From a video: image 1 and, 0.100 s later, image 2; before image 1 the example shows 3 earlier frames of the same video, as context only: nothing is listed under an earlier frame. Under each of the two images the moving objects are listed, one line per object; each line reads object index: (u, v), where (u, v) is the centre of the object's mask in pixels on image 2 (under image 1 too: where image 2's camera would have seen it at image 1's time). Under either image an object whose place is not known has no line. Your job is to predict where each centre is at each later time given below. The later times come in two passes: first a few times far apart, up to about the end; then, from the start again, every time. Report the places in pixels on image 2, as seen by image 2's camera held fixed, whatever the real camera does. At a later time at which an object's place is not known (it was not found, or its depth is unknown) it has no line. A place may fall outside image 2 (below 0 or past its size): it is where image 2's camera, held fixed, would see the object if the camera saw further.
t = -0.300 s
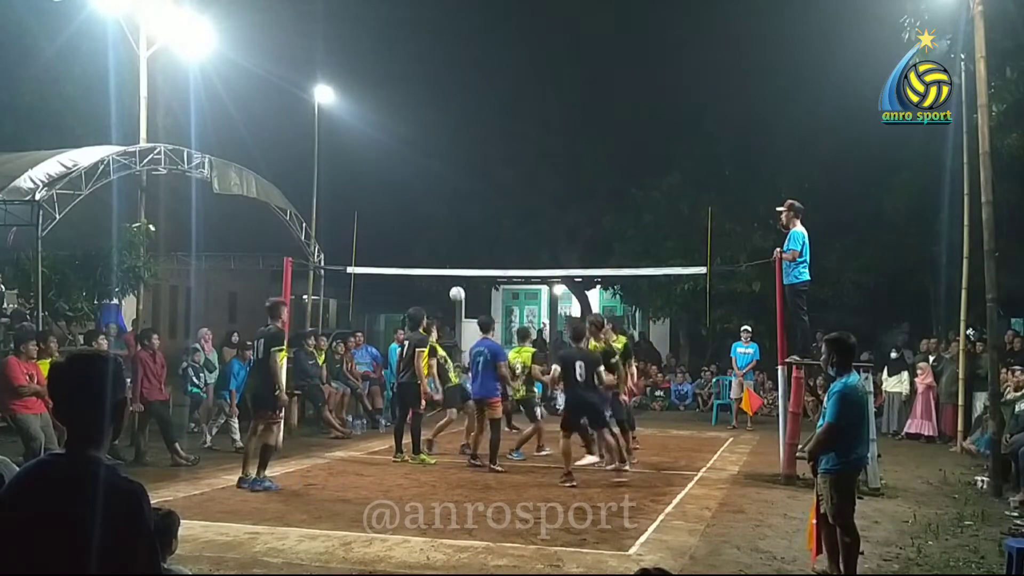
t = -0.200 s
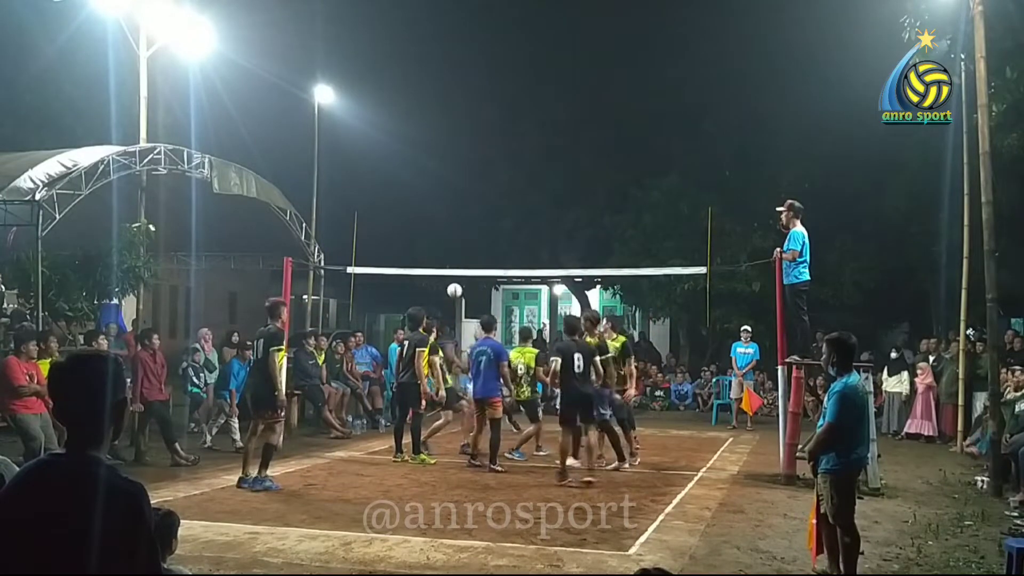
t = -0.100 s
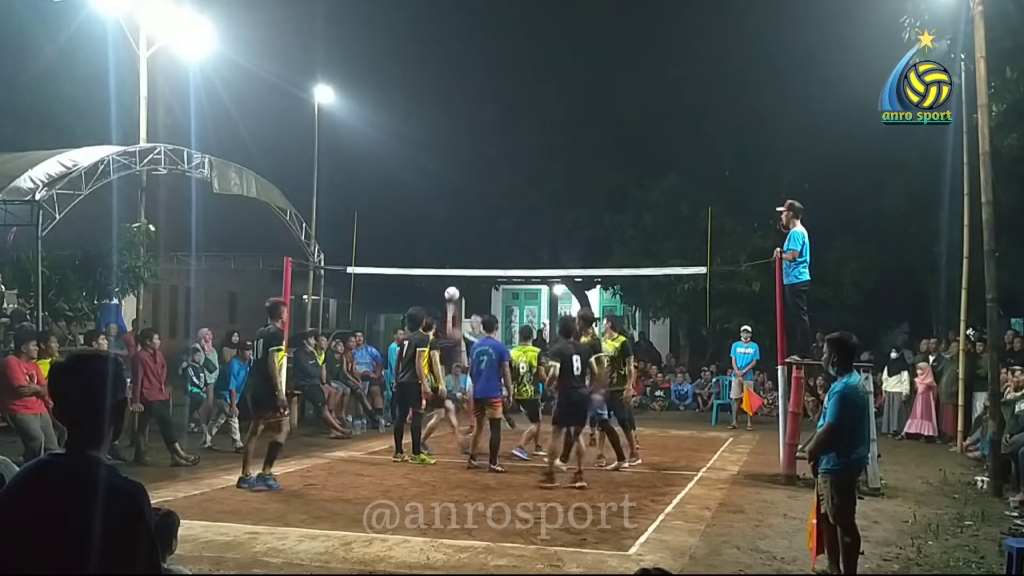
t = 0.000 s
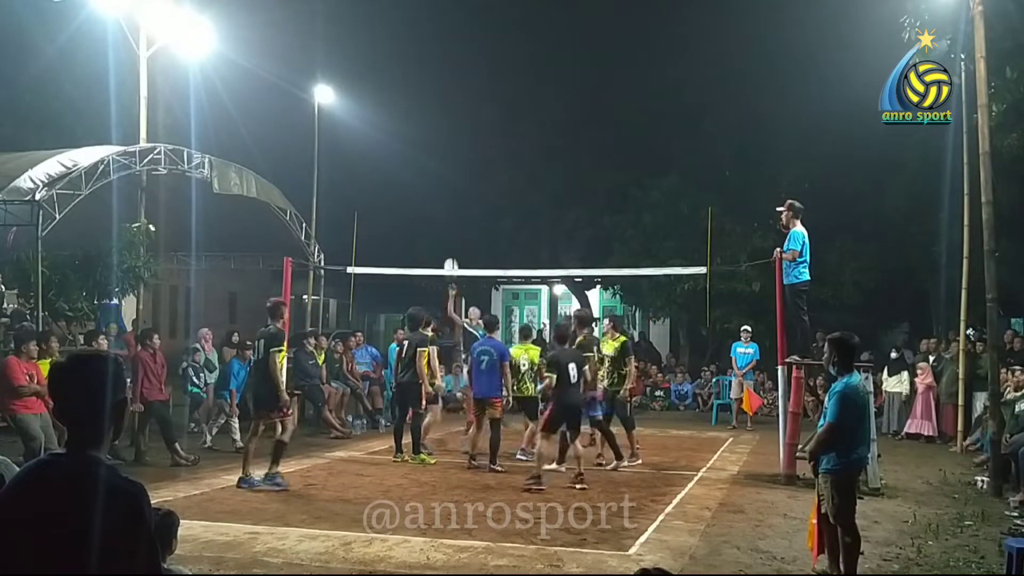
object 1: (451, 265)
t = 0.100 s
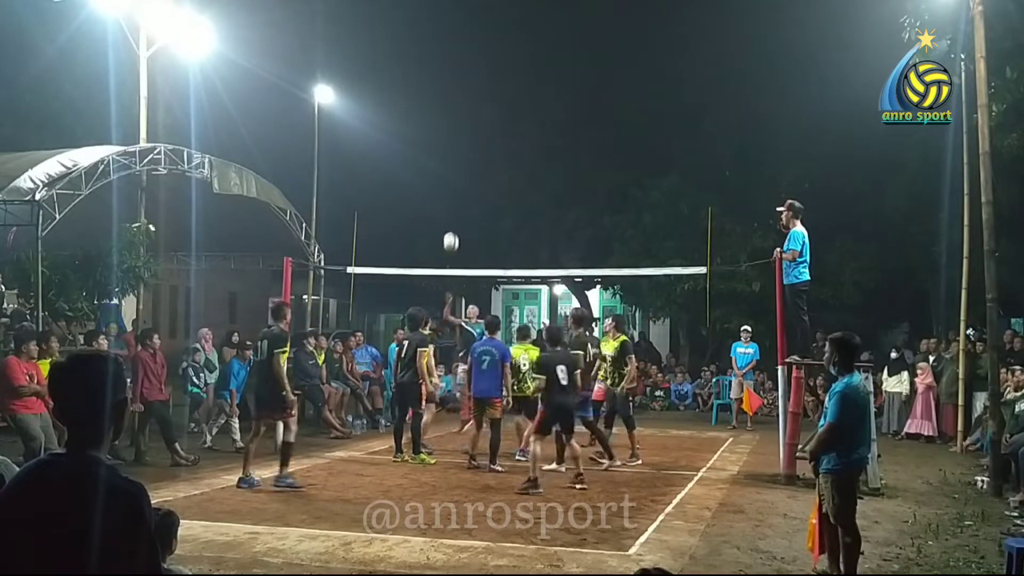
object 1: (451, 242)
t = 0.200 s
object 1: (450, 221)
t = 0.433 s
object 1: (448, 202)
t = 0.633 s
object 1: (446, 219)
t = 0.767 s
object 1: (444, 250)
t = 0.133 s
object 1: (451, 234)
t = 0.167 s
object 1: (450, 227)
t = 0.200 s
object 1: (450, 221)
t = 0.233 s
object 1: (450, 216)
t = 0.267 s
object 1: (449, 212)
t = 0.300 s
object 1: (449, 208)
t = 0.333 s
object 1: (449, 205)
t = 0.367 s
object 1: (448, 203)
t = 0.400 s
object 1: (448, 202)
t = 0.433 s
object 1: (448, 202)
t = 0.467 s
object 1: (448, 202)
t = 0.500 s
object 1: (447, 204)
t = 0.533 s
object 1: (447, 206)
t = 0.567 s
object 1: (447, 210)
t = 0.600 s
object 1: (446, 214)
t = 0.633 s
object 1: (446, 219)
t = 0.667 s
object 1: (446, 225)
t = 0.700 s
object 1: (445, 232)
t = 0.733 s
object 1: (445, 241)
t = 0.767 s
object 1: (444, 250)
